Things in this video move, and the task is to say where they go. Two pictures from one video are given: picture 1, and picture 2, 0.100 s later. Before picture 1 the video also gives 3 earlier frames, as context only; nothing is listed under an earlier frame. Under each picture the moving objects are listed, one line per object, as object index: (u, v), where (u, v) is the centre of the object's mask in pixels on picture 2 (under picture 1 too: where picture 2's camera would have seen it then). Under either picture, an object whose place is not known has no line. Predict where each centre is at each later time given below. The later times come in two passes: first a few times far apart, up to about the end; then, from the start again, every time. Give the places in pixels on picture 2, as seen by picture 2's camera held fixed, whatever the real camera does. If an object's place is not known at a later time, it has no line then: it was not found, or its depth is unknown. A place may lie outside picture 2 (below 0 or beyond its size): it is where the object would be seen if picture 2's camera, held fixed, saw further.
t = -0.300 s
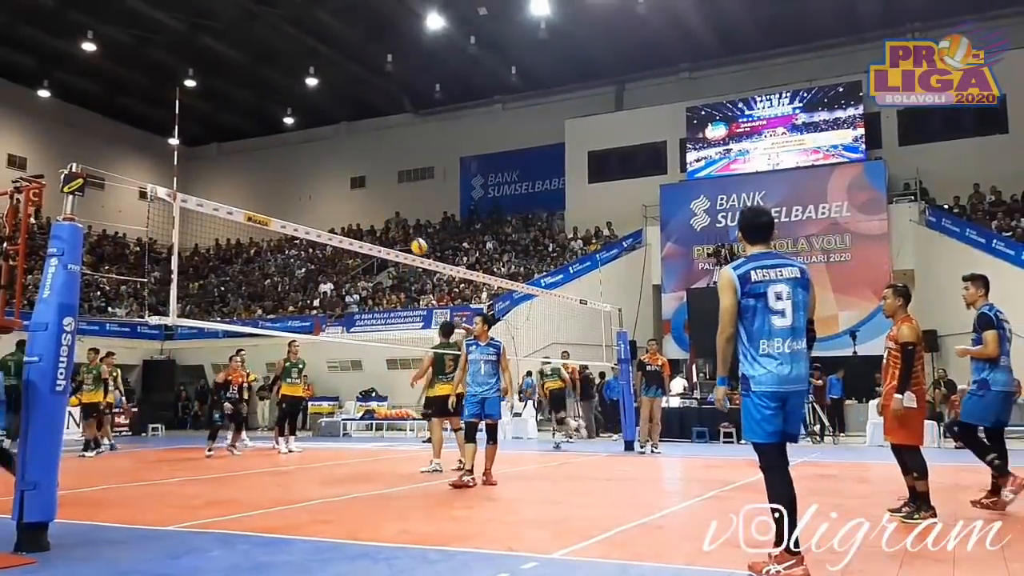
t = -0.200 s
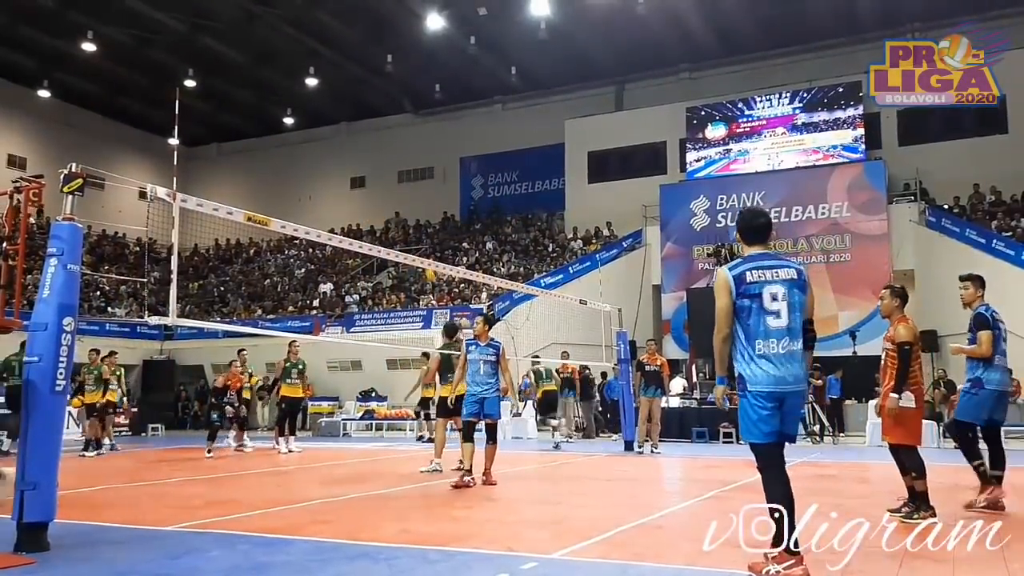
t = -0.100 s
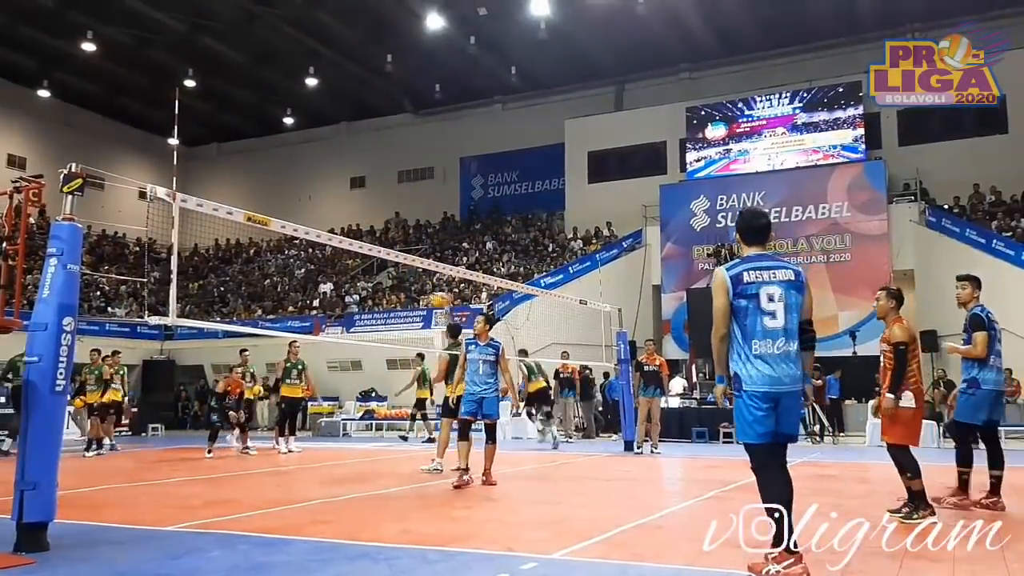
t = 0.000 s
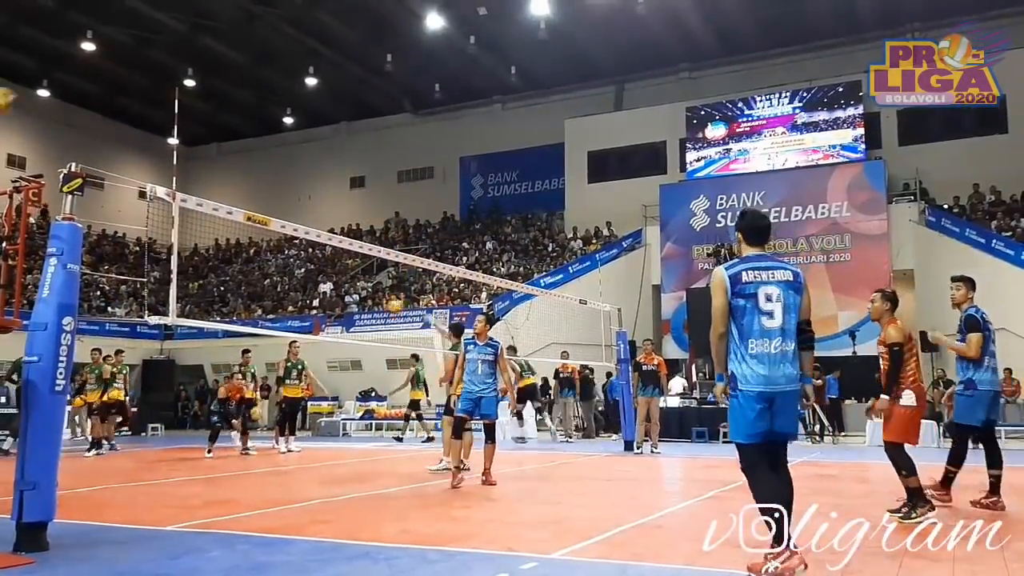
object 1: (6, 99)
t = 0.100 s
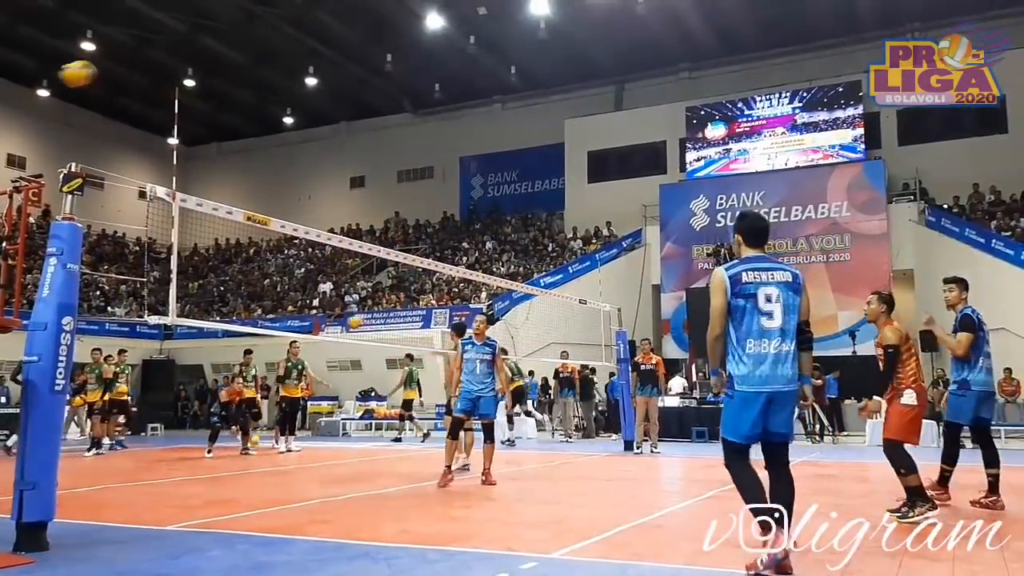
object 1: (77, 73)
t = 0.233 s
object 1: (184, 54)
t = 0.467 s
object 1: (372, 72)
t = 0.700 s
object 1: (564, 153)
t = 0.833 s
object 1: (679, 233)
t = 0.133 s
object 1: (105, 67)
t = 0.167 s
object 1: (131, 61)
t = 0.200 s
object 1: (158, 57)
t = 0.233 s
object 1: (184, 54)
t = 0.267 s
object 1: (210, 53)
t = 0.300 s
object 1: (237, 52)
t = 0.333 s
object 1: (264, 53)
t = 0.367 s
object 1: (290, 56)
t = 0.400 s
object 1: (318, 60)
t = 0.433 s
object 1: (345, 65)
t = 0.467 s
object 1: (372, 72)
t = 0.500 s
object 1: (399, 80)
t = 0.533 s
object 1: (427, 89)
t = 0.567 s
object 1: (455, 100)
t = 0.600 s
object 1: (482, 111)
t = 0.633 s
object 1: (511, 125)
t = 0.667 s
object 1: (539, 139)
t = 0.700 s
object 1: (564, 153)
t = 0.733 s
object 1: (596, 170)
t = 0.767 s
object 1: (624, 190)
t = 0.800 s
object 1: (654, 212)
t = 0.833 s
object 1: (679, 233)
